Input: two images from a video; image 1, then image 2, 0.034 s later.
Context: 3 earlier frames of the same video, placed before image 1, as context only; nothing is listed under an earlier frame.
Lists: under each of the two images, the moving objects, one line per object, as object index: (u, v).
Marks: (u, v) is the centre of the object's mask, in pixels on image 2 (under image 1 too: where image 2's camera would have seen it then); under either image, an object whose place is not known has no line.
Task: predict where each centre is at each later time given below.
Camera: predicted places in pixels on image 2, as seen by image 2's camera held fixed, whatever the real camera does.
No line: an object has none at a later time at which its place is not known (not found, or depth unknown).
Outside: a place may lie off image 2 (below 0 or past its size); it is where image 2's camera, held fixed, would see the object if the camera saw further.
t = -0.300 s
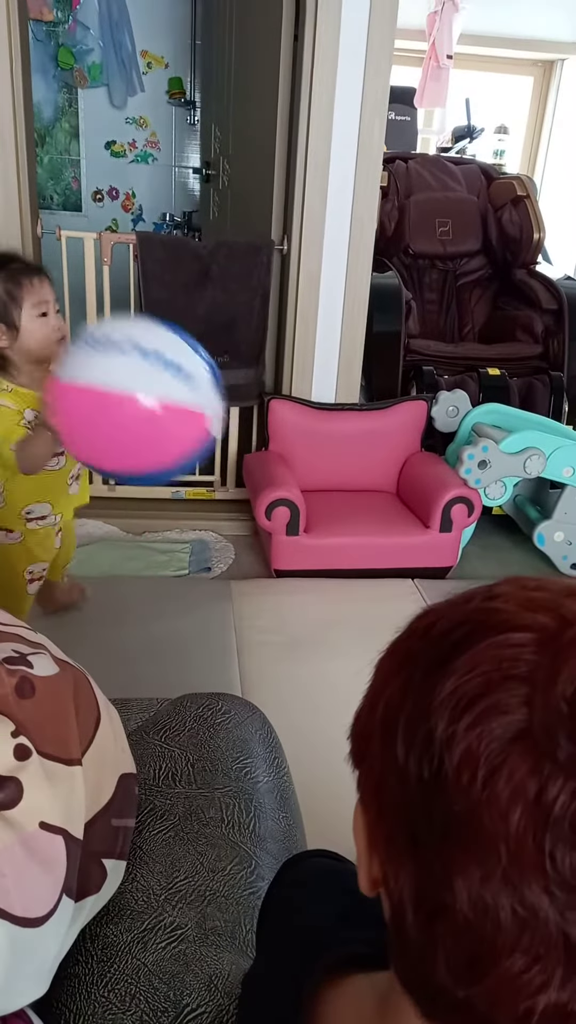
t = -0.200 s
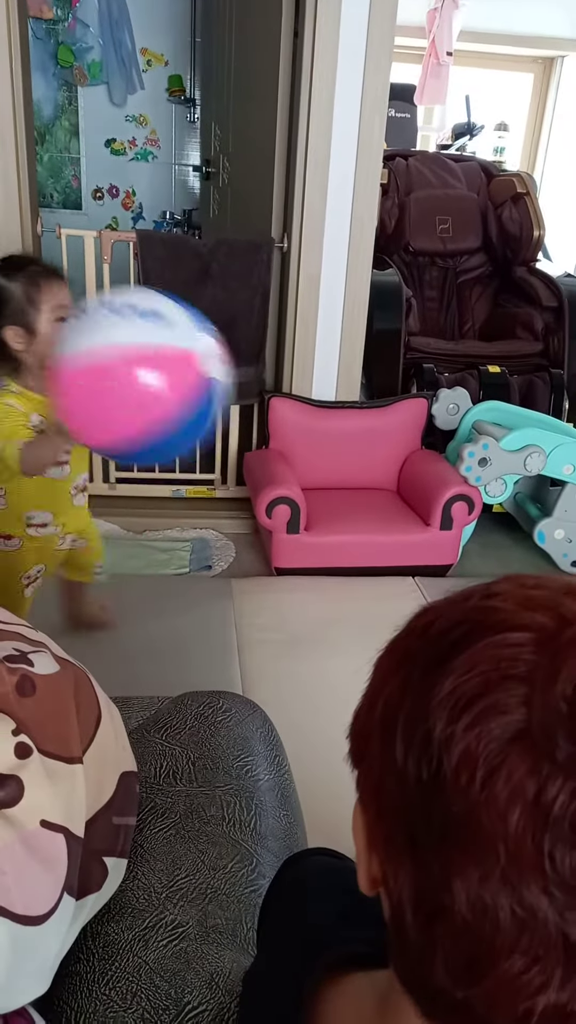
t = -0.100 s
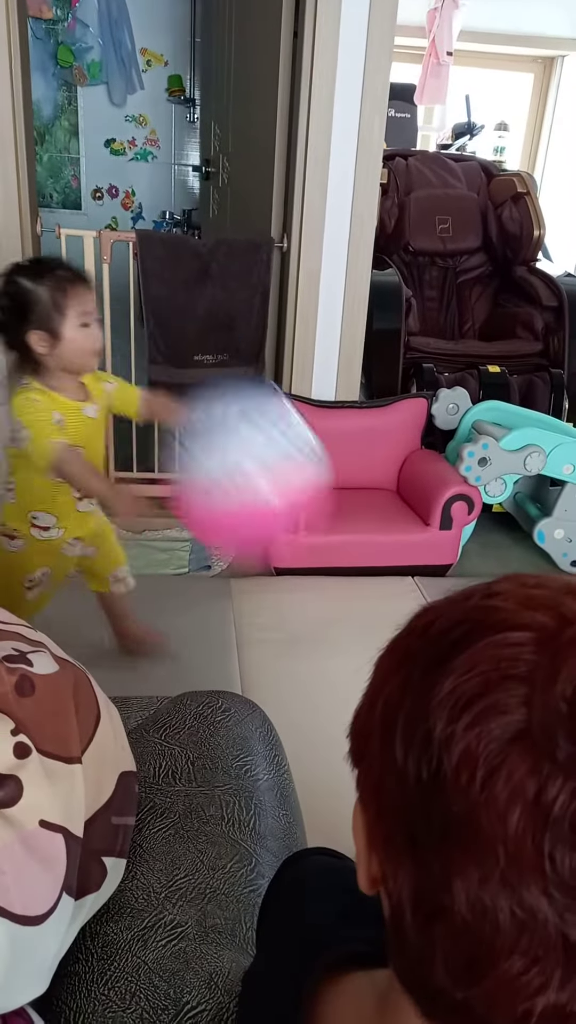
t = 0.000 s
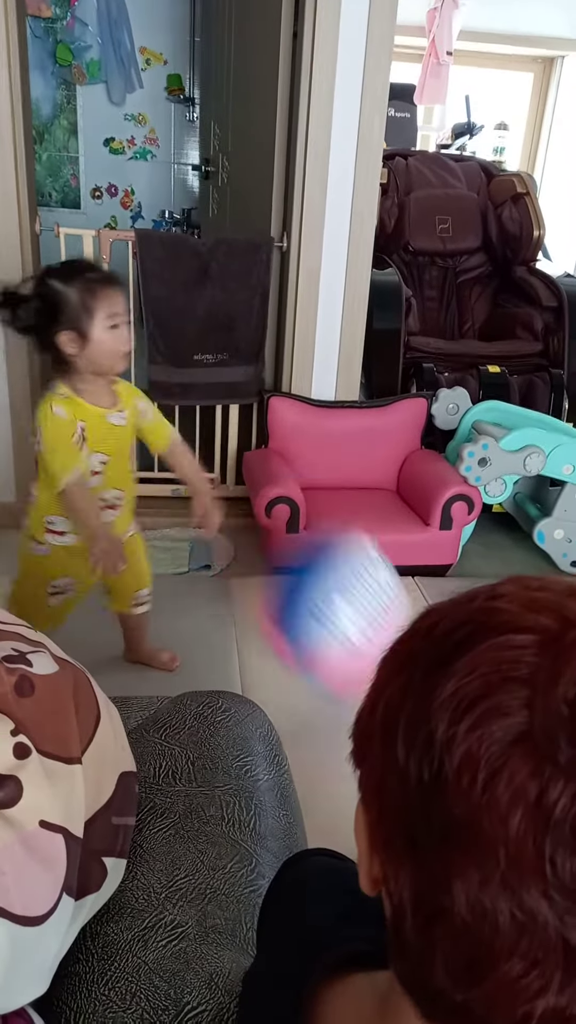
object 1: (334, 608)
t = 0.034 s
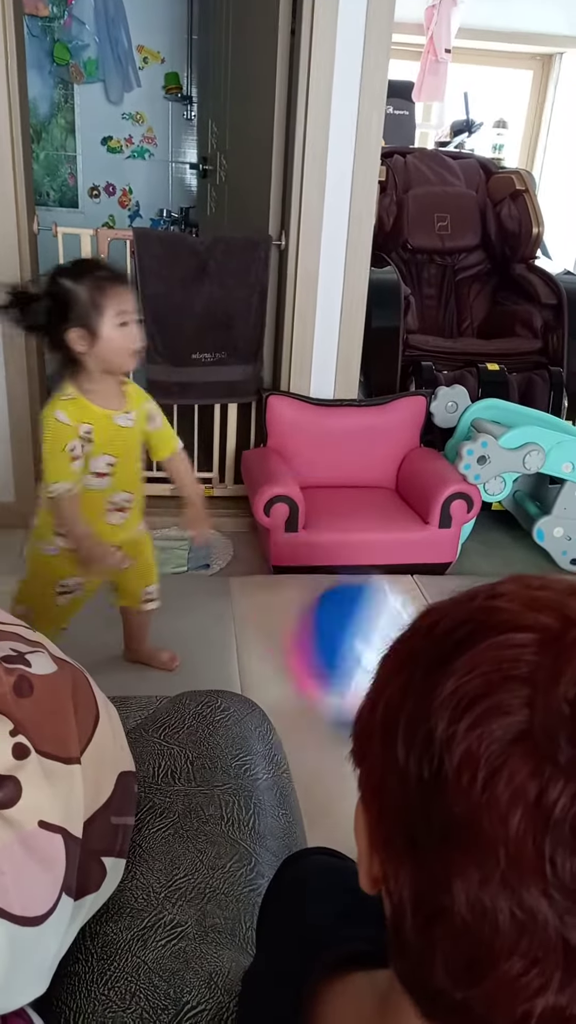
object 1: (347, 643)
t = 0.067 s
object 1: (367, 615)
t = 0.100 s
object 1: (398, 577)
